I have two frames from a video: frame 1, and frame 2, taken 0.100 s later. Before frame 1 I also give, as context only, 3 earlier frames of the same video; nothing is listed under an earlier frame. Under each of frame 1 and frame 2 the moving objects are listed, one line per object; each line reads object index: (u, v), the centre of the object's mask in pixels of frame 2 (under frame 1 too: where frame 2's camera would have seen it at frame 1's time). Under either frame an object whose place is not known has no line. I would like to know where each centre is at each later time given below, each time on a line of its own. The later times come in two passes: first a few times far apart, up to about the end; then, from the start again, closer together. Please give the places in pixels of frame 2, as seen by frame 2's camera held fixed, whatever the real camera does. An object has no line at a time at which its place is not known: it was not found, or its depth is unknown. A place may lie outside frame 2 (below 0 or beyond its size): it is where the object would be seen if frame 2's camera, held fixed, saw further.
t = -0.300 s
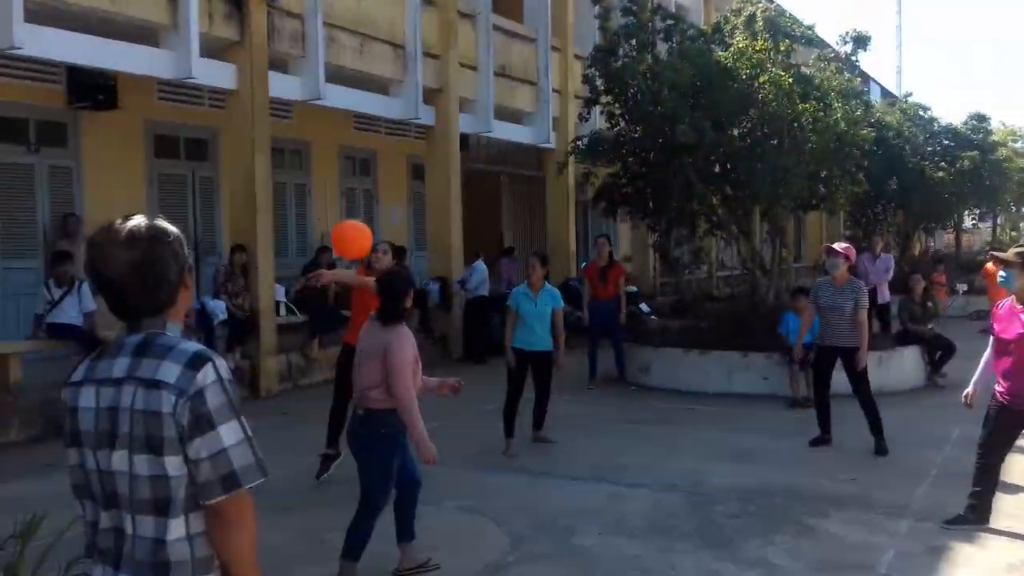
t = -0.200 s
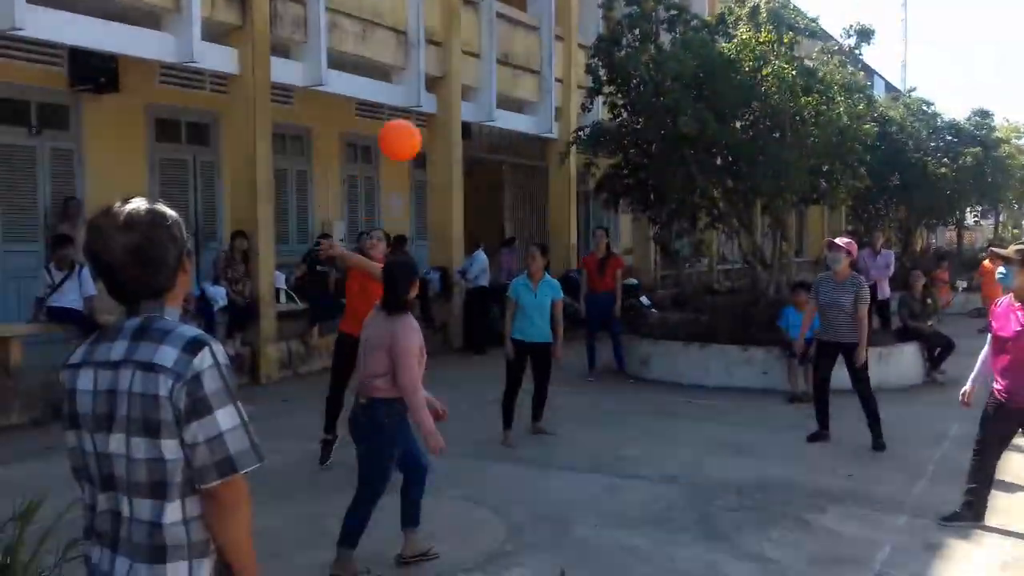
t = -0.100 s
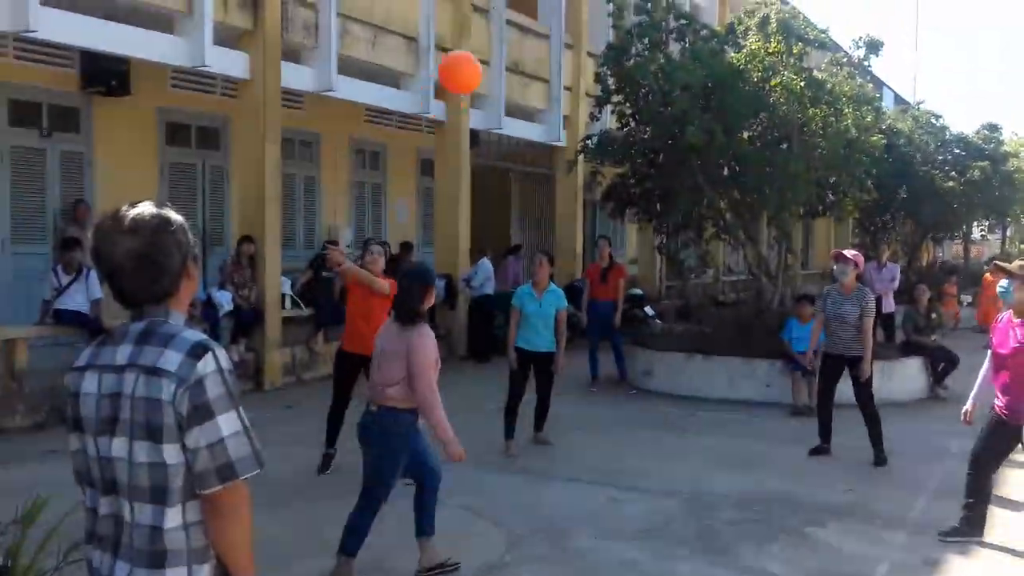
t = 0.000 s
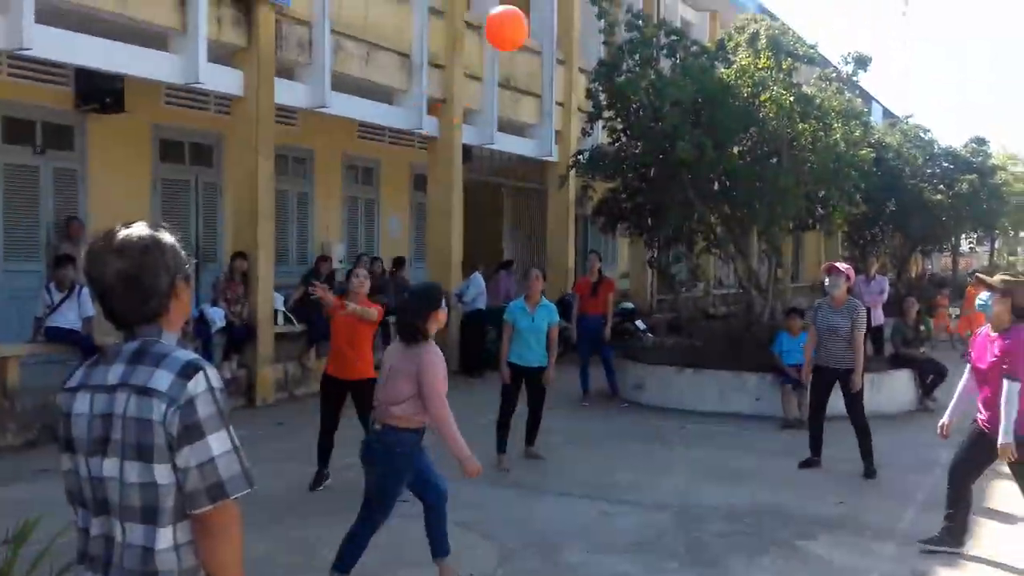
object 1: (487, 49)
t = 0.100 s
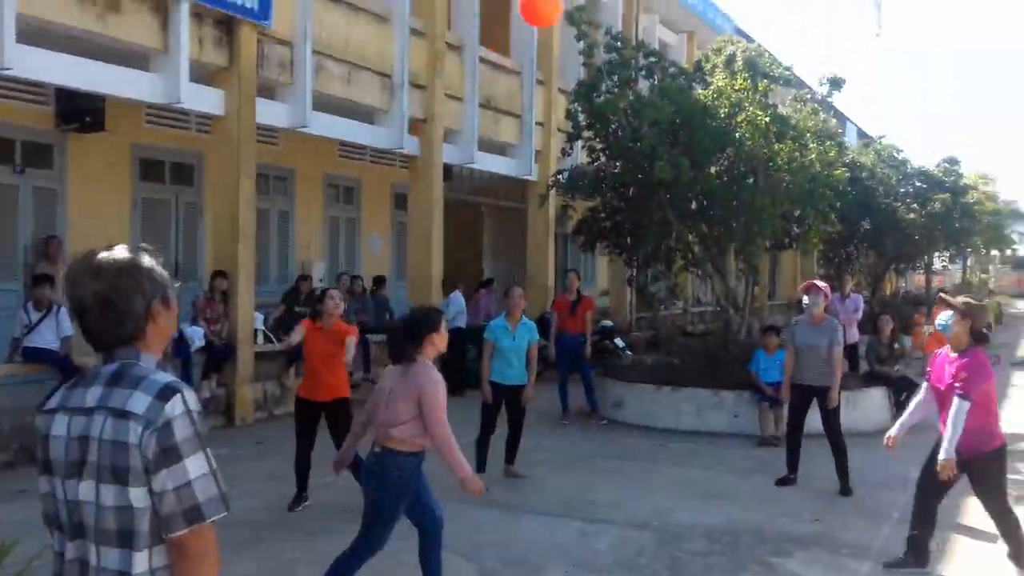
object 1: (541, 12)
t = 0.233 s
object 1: (613, -14)
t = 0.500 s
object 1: (761, -13)
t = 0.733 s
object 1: (885, 99)
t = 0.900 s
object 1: (962, 237)
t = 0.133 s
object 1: (560, 4)
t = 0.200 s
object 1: (597, -9)
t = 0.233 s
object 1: (613, -14)
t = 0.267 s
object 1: (631, -17)
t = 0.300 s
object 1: (651, -20)
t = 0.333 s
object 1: (669, -24)
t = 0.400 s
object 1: (705, -24)
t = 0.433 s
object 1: (725, -23)
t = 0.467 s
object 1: (743, -20)
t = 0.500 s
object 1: (761, -13)
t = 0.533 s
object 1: (781, -6)
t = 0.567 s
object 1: (800, 8)
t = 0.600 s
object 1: (818, 22)
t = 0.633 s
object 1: (836, 38)
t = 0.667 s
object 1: (851, 57)
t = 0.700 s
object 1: (869, 77)
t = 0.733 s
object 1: (885, 99)
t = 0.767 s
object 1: (901, 124)
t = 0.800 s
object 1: (917, 150)
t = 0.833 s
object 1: (933, 178)
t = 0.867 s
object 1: (947, 205)
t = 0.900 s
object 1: (962, 237)
